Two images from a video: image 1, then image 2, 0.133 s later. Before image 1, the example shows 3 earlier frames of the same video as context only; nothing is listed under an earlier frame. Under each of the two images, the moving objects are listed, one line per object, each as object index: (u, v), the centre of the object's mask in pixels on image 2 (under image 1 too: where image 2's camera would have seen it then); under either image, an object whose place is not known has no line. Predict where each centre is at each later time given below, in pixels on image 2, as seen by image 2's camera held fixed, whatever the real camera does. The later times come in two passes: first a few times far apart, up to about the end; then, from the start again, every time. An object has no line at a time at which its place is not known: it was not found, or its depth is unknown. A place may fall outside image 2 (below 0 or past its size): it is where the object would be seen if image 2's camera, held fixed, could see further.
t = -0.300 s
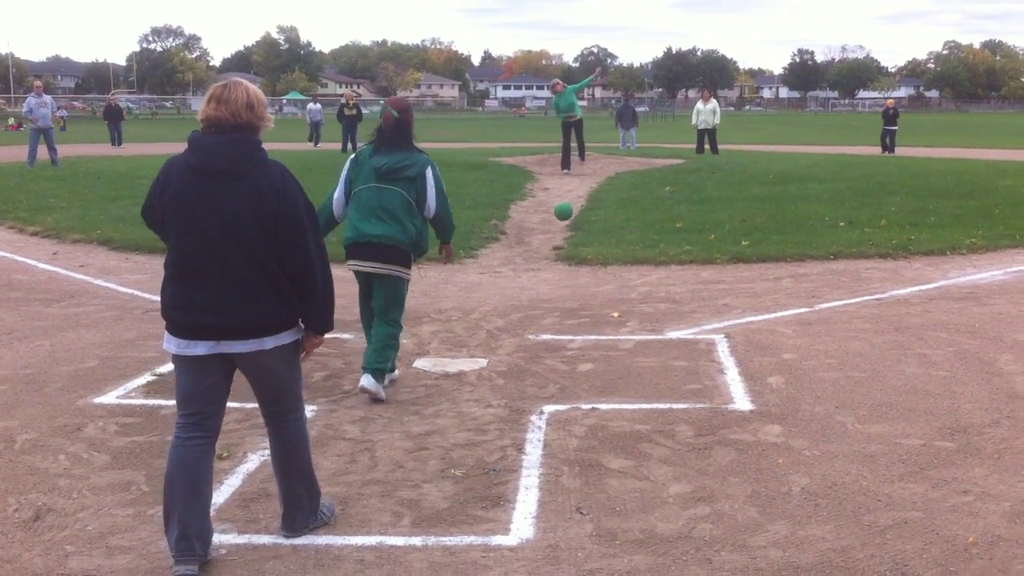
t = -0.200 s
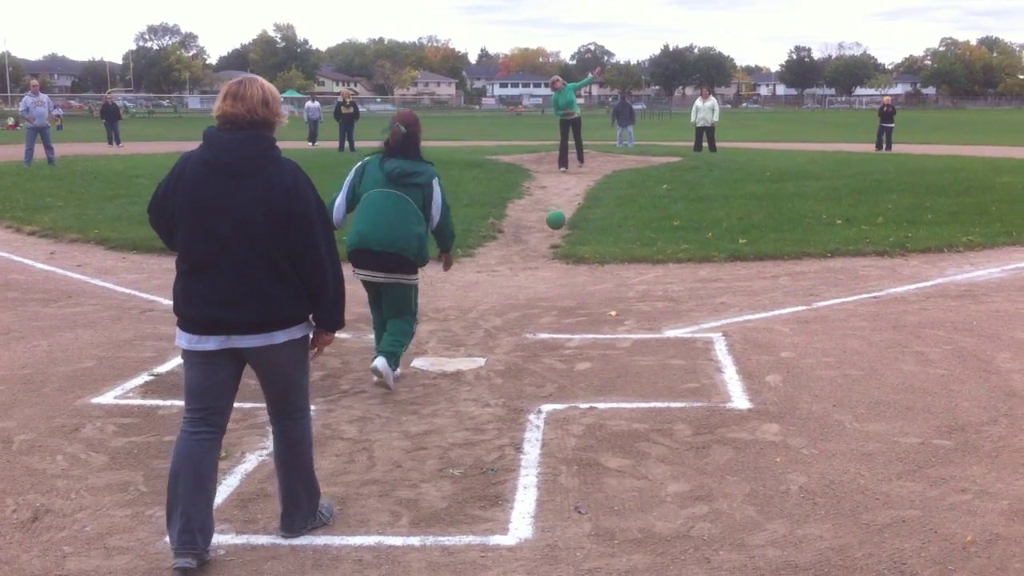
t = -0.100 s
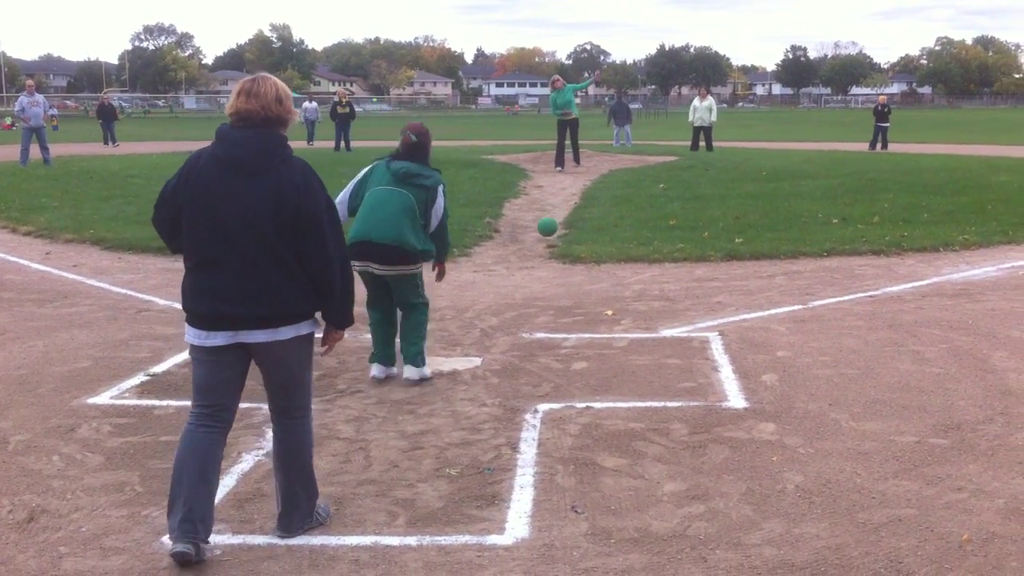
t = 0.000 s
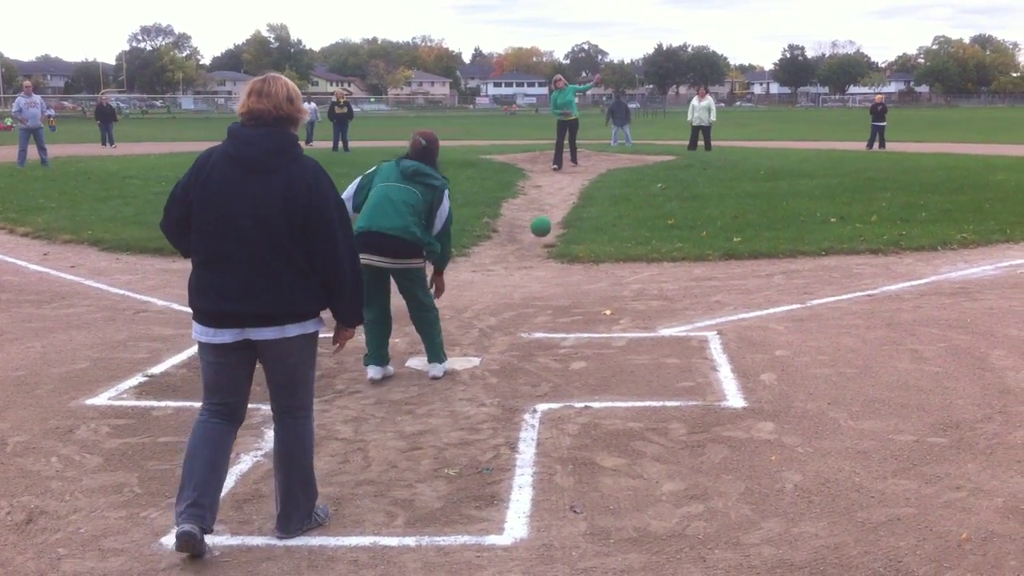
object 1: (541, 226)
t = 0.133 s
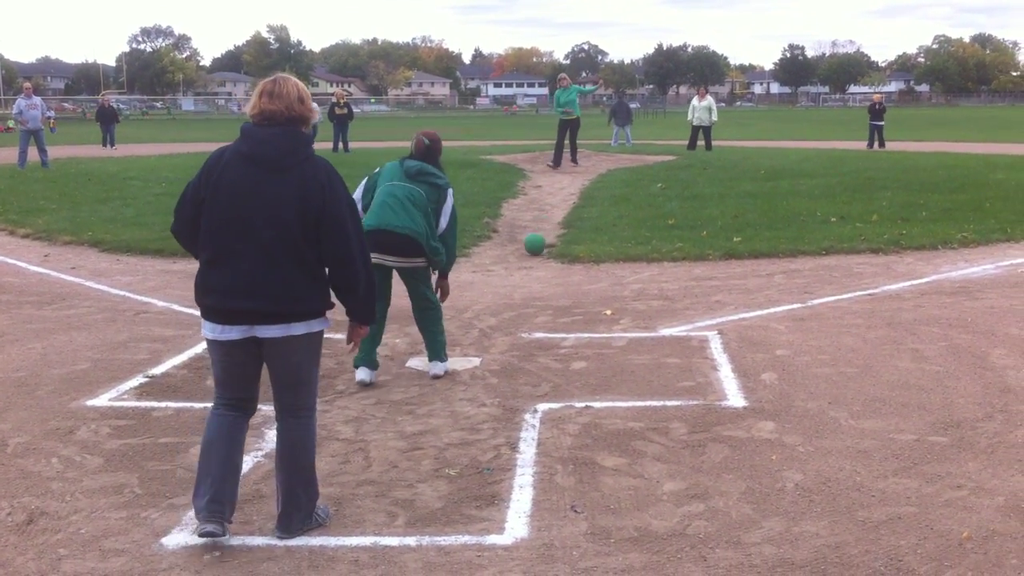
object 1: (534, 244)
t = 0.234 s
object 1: (529, 244)
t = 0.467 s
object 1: (515, 263)
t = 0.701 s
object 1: (499, 283)
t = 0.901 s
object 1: (482, 305)
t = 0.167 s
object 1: (533, 245)
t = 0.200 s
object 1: (531, 244)
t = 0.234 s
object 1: (529, 244)
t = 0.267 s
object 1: (527, 245)
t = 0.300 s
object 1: (525, 247)
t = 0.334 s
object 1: (523, 251)
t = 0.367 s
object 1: (521, 256)
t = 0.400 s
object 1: (519, 262)
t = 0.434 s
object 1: (516, 263)
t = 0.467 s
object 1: (515, 263)
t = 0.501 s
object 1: (513, 264)
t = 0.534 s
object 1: (510, 267)
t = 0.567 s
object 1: (508, 271)
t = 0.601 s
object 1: (506, 276)
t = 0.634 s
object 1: (503, 282)
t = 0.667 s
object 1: (501, 282)
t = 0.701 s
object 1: (499, 283)
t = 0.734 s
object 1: (496, 285)
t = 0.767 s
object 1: (493, 288)
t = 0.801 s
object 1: (490, 294)
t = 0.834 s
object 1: (488, 301)
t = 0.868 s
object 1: (485, 303)
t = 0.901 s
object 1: (482, 305)
